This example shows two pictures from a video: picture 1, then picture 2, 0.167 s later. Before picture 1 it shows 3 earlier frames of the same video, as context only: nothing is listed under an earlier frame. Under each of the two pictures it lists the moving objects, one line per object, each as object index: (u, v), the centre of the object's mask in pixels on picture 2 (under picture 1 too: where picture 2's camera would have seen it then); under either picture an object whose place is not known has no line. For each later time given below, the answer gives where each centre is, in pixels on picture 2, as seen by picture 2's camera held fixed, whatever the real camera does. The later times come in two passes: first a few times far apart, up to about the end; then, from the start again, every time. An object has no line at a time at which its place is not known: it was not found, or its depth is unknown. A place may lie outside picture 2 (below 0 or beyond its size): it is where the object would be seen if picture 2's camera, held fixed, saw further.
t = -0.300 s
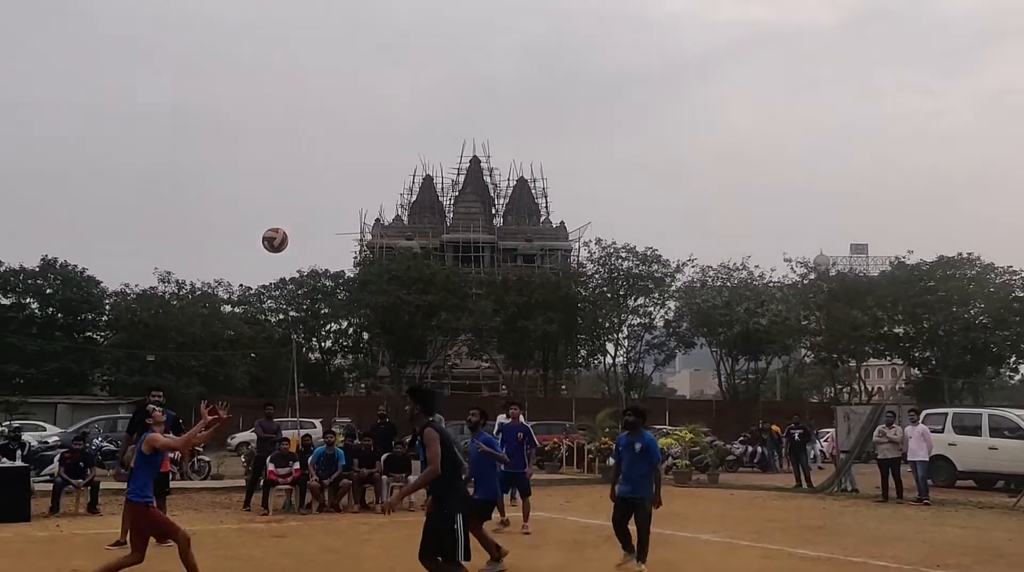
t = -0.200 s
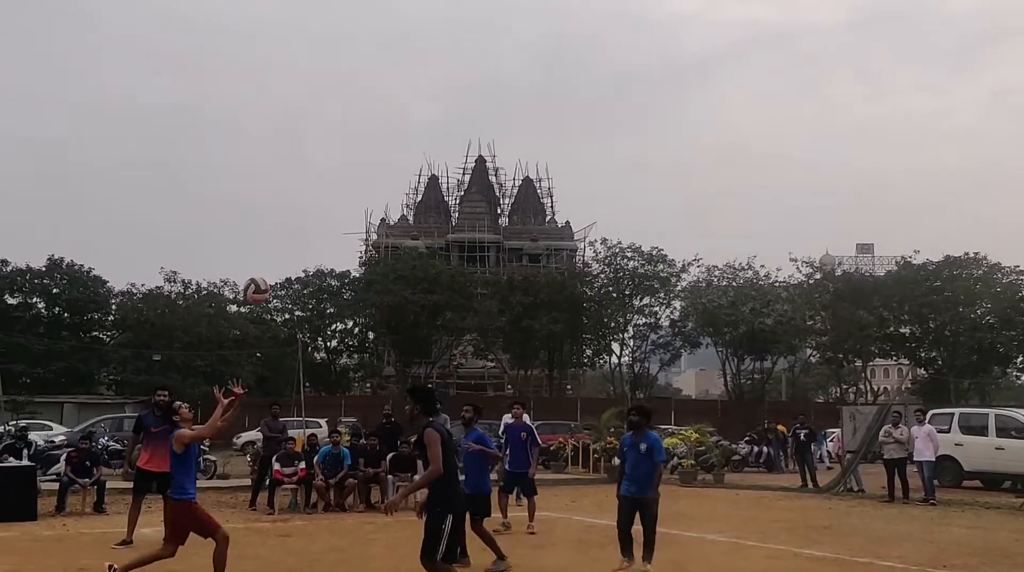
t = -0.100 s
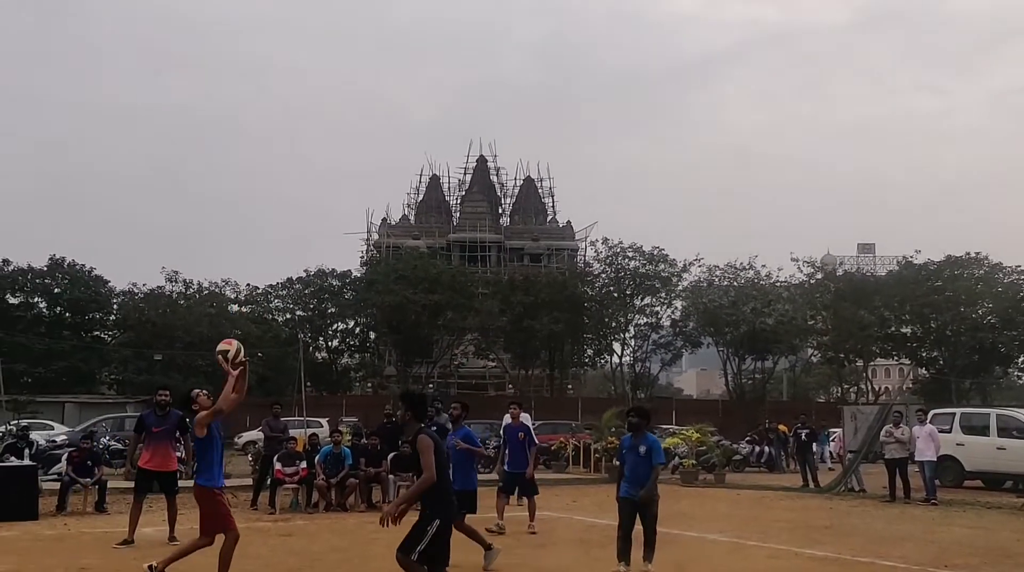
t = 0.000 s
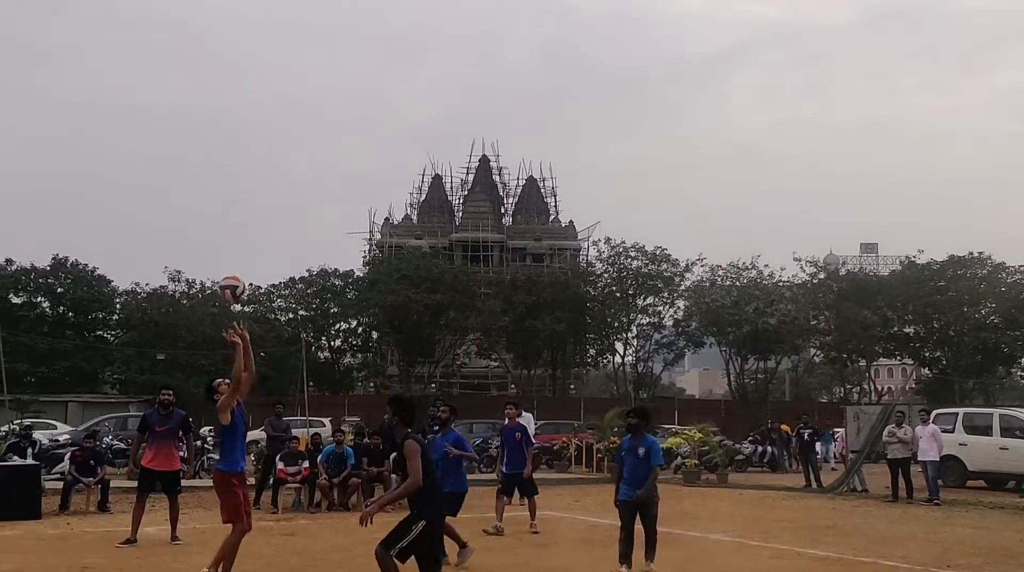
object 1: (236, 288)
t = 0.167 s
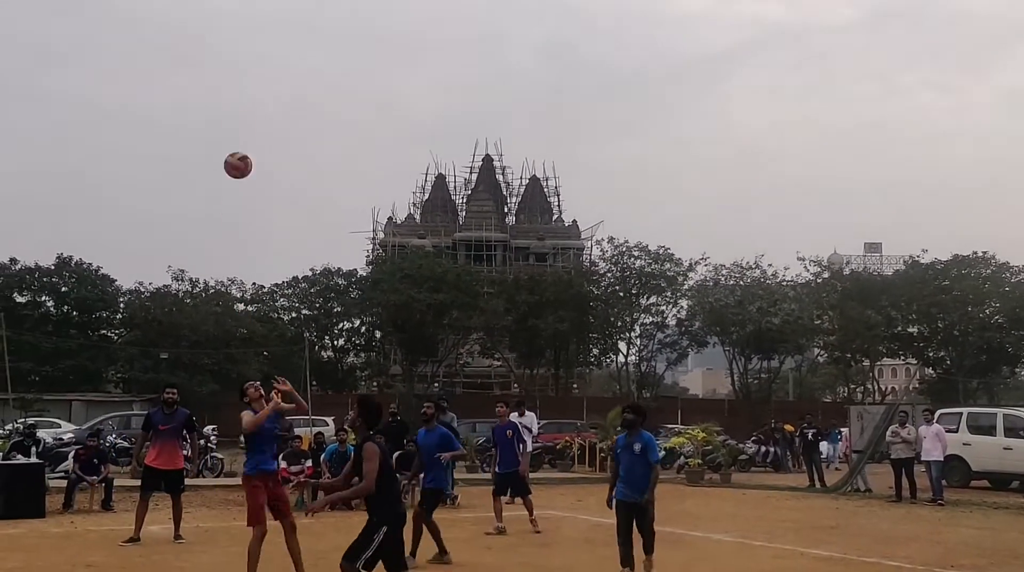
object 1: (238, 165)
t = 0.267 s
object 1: (240, 108)
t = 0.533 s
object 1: (241, 12)
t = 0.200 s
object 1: (238, 145)
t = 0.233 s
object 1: (239, 126)
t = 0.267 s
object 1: (240, 108)
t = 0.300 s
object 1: (241, 92)
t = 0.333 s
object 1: (241, 76)
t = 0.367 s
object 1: (241, 62)
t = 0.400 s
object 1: (242, 49)
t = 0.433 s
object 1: (242, 37)
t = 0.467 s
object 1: (241, 27)
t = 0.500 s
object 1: (241, 18)
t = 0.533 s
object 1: (241, 12)
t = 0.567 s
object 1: (240, 9)
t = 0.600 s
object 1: (239, 6)
